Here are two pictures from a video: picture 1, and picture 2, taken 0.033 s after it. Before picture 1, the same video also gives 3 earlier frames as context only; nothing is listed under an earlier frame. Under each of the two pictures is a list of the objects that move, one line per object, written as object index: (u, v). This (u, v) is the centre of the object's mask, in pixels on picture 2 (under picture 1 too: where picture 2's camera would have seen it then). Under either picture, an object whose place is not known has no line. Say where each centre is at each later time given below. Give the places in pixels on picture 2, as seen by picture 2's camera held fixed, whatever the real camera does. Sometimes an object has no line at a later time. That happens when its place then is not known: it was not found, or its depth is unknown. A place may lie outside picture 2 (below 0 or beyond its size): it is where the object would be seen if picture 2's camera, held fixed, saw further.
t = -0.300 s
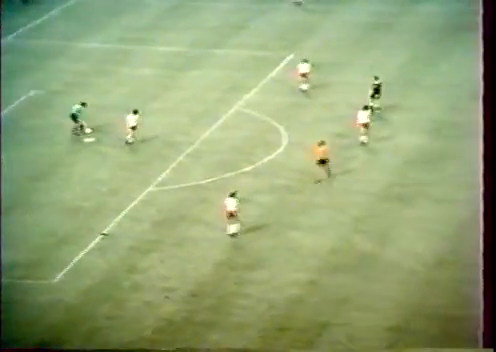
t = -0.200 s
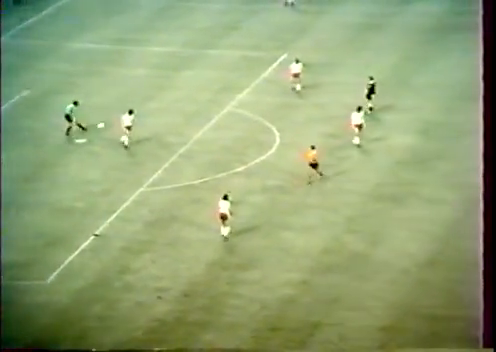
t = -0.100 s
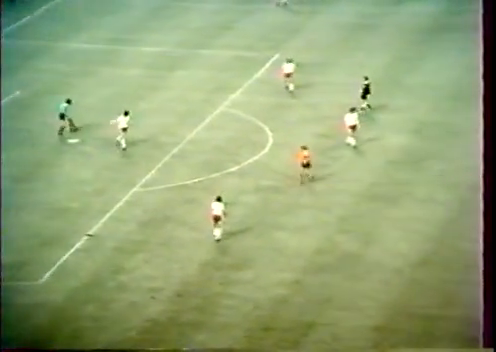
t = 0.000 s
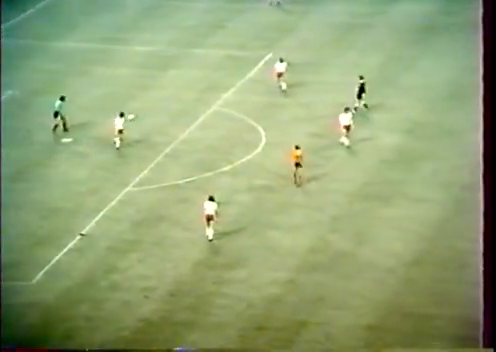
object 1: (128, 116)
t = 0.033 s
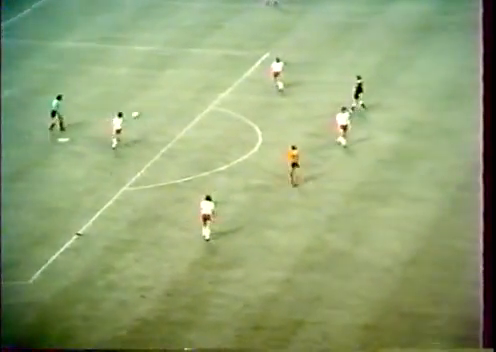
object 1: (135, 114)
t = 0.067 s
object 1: (137, 113)
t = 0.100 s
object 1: (144, 111)
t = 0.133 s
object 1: (148, 109)
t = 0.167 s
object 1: (155, 108)
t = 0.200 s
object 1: (162, 107)
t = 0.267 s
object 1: (171, 106)
